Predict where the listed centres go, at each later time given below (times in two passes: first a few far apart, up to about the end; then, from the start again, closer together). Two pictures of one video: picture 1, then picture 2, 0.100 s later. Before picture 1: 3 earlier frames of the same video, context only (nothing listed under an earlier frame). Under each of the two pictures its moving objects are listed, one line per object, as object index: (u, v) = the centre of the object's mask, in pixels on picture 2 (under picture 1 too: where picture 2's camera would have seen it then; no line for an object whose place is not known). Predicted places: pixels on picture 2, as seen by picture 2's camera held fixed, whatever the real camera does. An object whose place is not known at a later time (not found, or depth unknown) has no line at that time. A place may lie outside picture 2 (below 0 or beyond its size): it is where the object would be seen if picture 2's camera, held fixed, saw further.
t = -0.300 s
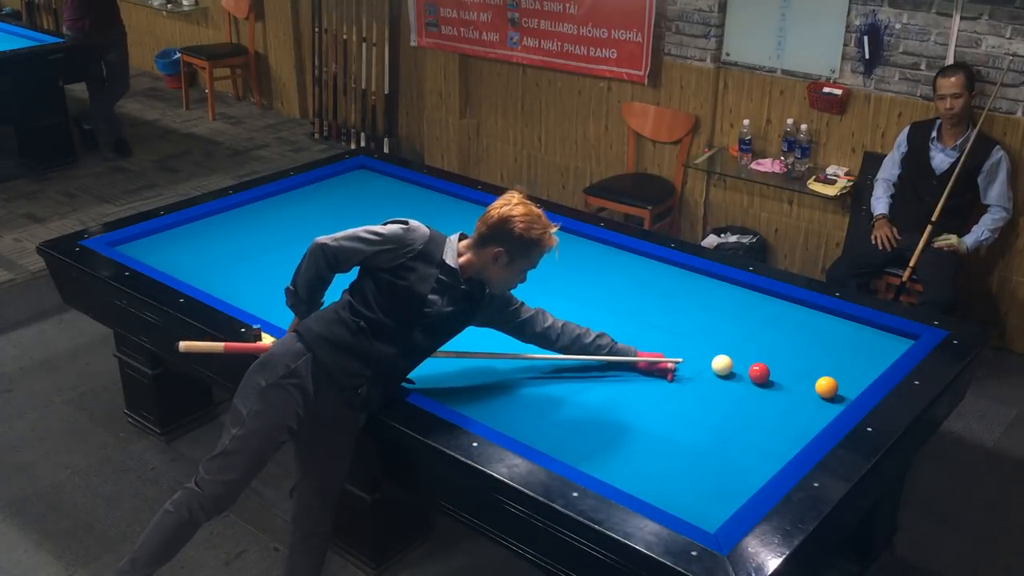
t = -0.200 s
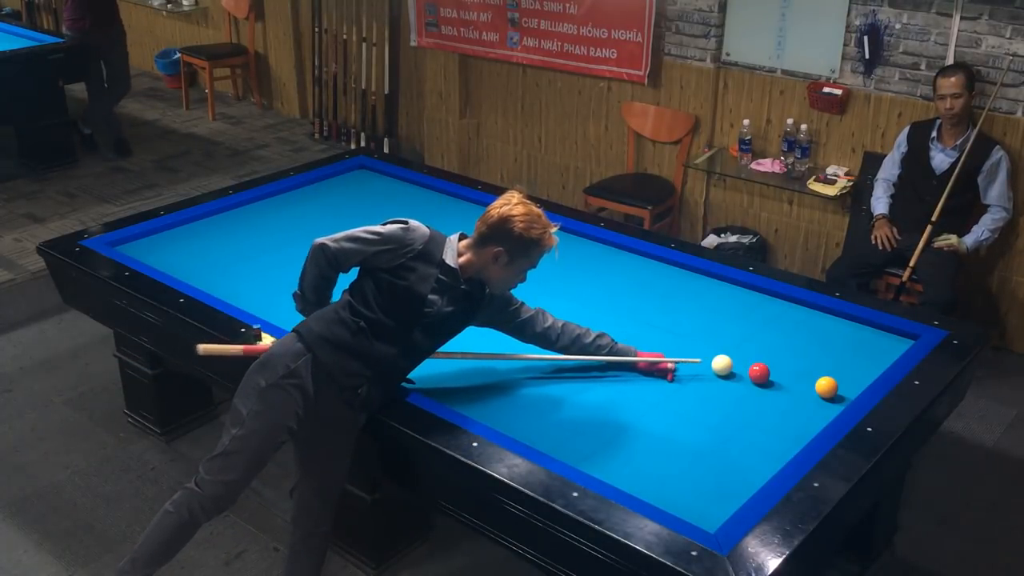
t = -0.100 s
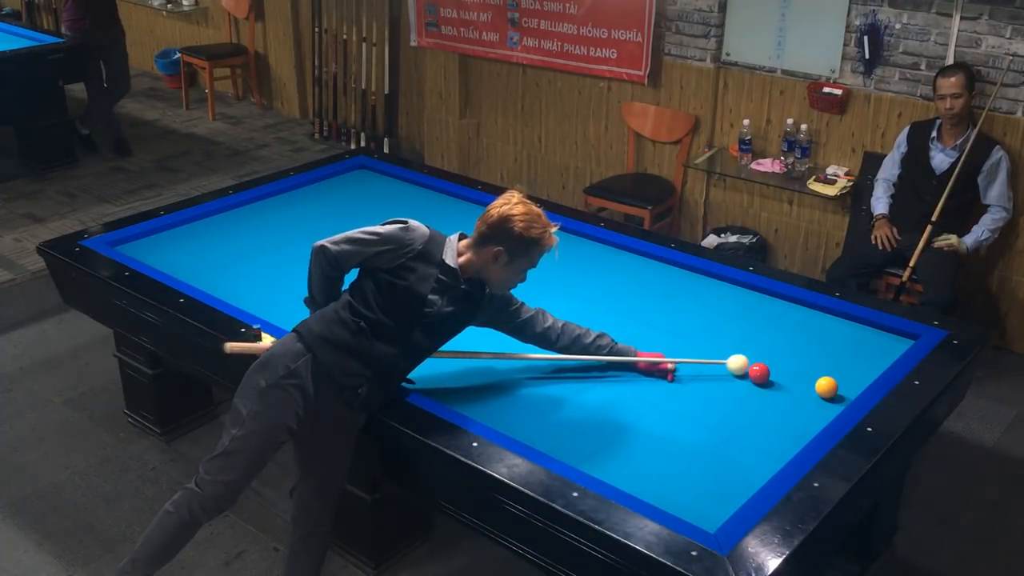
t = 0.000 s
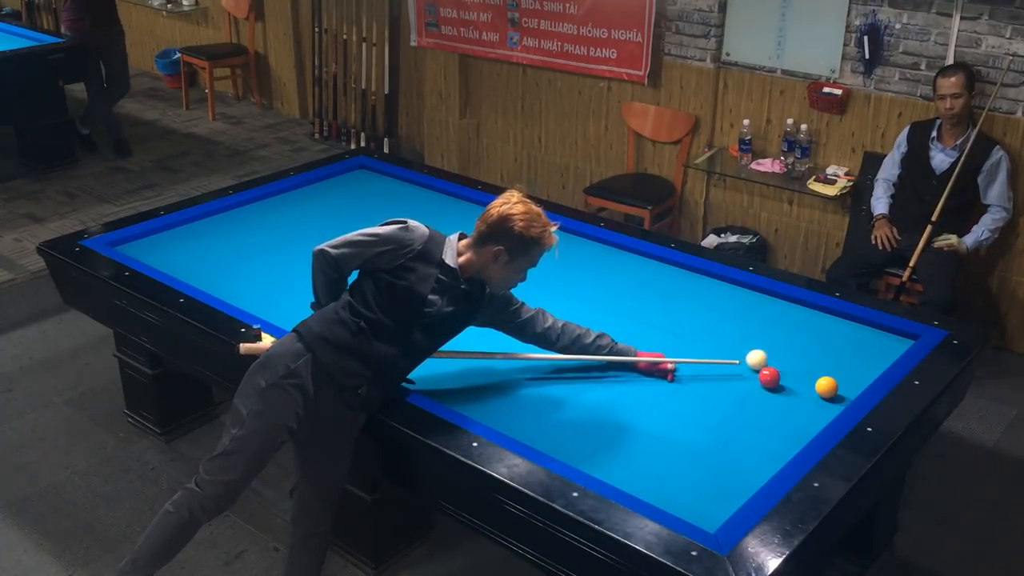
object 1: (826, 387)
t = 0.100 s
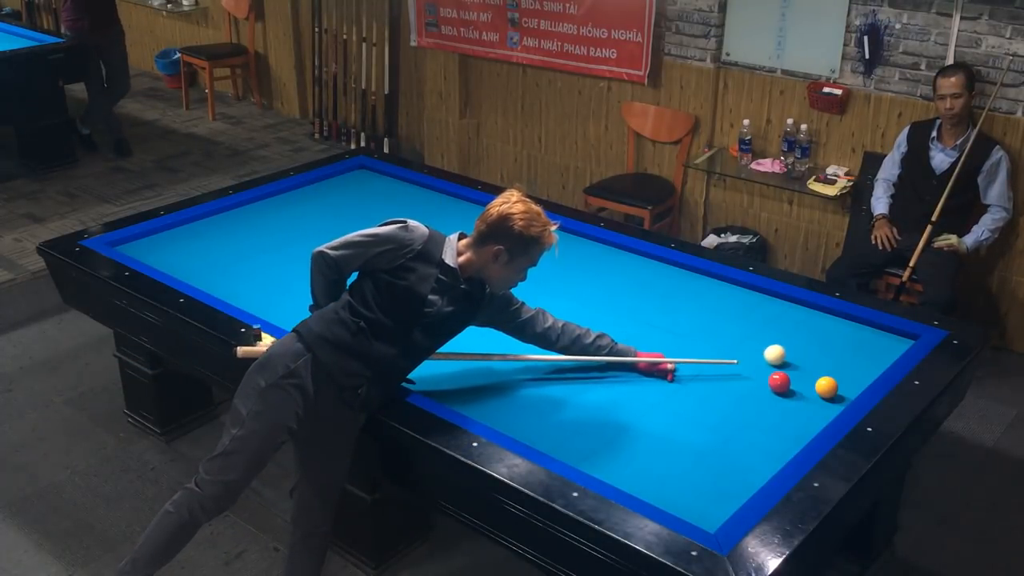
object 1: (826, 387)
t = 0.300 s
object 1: (826, 387)
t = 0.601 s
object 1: (826, 385)
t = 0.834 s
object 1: (826, 385)
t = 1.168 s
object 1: (826, 387)
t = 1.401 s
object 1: (826, 387)
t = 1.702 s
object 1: (826, 387)
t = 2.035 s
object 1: (825, 388)
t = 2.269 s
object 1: (819, 393)
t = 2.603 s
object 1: (811, 399)
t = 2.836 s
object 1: (806, 403)
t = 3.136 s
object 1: (799, 407)
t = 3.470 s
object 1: (794, 411)
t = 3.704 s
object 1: (790, 414)
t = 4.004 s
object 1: (786, 416)
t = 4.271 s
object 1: (784, 418)
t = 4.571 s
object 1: (781, 420)
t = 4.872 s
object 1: (780, 420)
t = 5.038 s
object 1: (781, 419)
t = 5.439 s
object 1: (780, 419)
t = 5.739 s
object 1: (780, 420)
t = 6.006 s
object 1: (780, 420)
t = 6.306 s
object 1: (780, 420)
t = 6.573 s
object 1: (780, 420)
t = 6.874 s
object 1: (780, 420)
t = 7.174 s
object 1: (780, 420)
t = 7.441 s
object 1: (780, 419)
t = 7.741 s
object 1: (780, 420)
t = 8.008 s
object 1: (780, 420)
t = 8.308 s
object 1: (780, 419)
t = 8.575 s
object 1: (780, 420)
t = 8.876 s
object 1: (780, 420)
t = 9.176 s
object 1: (780, 419)
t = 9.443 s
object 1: (780, 420)
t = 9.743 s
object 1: (780, 420)
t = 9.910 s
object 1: (780, 420)
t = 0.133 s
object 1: (826, 387)
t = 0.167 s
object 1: (826, 387)
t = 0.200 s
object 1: (826, 387)
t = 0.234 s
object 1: (826, 387)
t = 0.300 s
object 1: (826, 387)
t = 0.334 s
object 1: (826, 387)
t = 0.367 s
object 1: (826, 387)
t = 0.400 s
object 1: (827, 387)
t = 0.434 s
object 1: (827, 386)
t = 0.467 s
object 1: (827, 385)
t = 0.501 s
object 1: (827, 385)
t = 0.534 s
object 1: (827, 385)
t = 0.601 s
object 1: (826, 385)
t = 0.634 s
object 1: (826, 386)
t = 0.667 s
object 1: (826, 386)
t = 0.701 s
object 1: (826, 386)
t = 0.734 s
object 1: (826, 385)
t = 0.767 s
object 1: (826, 385)
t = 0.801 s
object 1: (826, 385)
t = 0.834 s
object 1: (826, 385)
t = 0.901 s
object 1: (827, 385)
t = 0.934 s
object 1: (827, 385)
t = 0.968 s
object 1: (827, 385)
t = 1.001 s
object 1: (827, 386)
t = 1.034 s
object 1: (827, 386)
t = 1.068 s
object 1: (827, 387)
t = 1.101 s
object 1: (826, 387)
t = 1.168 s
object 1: (826, 387)
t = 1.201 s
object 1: (826, 387)
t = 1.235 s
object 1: (826, 387)
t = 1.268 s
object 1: (826, 387)
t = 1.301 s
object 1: (826, 387)
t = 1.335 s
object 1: (826, 387)
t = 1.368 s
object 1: (826, 387)
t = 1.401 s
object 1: (826, 387)
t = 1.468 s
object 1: (826, 387)
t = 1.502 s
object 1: (826, 387)
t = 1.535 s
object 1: (826, 387)
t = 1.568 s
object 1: (826, 387)
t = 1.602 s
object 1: (826, 387)
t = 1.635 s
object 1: (826, 387)
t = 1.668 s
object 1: (826, 387)
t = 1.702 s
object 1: (826, 387)
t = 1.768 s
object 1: (826, 387)
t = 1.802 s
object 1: (826, 387)
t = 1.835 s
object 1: (826, 387)
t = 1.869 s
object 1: (826, 387)
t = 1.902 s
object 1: (826, 387)
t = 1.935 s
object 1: (826, 387)
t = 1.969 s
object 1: (826, 387)
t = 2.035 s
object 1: (825, 388)
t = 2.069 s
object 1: (824, 389)
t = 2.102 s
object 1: (823, 390)
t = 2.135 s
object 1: (822, 391)
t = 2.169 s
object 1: (822, 391)
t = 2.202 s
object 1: (821, 392)
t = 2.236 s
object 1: (820, 392)
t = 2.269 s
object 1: (819, 393)
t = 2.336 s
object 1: (818, 394)
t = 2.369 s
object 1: (817, 395)
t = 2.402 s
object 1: (816, 395)
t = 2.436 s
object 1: (815, 396)
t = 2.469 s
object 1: (814, 397)
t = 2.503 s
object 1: (814, 397)
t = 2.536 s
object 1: (813, 398)
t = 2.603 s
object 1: (811, 399)
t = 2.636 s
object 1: (810, 399)
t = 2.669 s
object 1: (810, 400)
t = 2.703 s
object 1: (809, 400)
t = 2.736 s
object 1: (808, 401)
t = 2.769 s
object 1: (807, 402)
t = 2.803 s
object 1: (806, 402)
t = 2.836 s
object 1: (806, 403)
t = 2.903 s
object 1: (804, 404)
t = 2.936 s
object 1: (803, 404)
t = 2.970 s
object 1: (803, 405)
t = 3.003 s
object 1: (802, 405)
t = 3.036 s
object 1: (801, 406)
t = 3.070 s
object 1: (801, 406)
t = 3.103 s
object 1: (800, 407)
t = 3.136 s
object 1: (799, 407)
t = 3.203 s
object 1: (798, 408)
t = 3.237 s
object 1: (797, 408)
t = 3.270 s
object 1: (797, 409)
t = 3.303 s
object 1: (796, 409)
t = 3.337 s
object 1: (796, 410)
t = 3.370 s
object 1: (795, 410)
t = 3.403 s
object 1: (795, 410)
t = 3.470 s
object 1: (794, 411)
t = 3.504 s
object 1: (793, 412)
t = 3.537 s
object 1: (793, 412)
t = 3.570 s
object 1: (792, 413)
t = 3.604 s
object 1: (792, 413)
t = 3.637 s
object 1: (791, 413)
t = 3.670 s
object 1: (791, 413)
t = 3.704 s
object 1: (790, 414)
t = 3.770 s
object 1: (789, 414)
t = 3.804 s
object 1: (789, 415)
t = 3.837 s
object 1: (788, 415)
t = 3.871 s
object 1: (788, 415)
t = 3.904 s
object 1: (788, 415)
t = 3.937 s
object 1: (787, 416)
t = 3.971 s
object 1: (787, 416)
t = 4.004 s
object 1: (786, 416)
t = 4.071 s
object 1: (786, 417)
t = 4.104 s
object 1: (785, 417)
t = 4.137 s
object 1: (785, 417)
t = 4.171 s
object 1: (785, 417)
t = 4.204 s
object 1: (784, 418)
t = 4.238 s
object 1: (784, 418)
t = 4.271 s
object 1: (784, 418)
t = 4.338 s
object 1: (783, 418)
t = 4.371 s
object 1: (783, 419)
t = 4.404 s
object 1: (782, 419)
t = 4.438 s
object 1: (782, 419)
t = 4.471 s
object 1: (782, 419)
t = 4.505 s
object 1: (782, 419)
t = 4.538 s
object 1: (781, 419)
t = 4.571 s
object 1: (781, 420)
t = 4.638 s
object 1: (781, 420)
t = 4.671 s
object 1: (781, 420)
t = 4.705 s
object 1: (781, 420)
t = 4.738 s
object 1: (781, 420)
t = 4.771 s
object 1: (780, 420)
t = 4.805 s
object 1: (780, 420)
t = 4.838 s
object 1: (780, 420)
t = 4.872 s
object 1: (780, 420)
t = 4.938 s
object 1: (780, 420)
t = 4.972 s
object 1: (780, 420)
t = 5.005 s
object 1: (780, 420)
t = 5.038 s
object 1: (781, 419)
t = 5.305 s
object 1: (776, 417)
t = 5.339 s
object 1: (779, 419)
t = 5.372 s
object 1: (780, 419)
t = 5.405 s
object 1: (780, 419)
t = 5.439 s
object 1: (780, 419)
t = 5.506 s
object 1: (780, 419)
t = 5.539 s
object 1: (780, 420)
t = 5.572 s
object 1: (780, 420)
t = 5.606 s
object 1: (780, 419)
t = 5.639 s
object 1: (780, 419)
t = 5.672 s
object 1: (780, 420)
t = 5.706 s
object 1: (780, 420)
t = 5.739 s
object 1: (780, 420)
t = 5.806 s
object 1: (780, 420)
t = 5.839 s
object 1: (780, 420)
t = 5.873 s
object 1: (780, 420)
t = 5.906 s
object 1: (780, 420)
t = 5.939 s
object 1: (780, 420)
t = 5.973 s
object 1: (780, 420)
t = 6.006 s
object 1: (780, 420)
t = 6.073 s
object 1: (780, 420)
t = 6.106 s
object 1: (780, 420)
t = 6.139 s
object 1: (780, 420)
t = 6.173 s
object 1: (780, 420)
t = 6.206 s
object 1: (780, 420)
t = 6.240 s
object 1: (780, 420)
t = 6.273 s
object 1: (780, 420)
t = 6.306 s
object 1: (780, 420)
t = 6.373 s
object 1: (780, 420)
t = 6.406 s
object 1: (780, 420)
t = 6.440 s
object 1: (780, 420)
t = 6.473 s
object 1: (780, 420)
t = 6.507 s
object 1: (780, 420)
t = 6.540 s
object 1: (780, 420)
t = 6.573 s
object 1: (780, 420)
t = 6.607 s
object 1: (780, 420)
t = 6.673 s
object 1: (780, 419)
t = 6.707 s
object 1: (780, 420)
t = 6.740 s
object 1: (780, 420)
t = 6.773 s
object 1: (780, 420)
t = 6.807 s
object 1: (780, 420)
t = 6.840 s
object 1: (780, 420)
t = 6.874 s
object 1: (780, 420)
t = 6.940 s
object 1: (780, 420)
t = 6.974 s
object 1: (780, 420)
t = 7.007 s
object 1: (780, 420)
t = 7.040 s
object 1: (780, 420)
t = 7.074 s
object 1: (780, 420)
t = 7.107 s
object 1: (780, 420)
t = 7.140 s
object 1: (780, 420)
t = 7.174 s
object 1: (780, 420)
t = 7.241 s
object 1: (780, 420)
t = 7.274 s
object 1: (780, 420)
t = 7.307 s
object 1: (780, 420)
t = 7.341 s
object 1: (780, 420)
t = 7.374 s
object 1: (780, 419)
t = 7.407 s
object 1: (780, 420)
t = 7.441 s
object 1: (780, 419)
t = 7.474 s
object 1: (780, 419)
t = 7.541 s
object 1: (780, 419)
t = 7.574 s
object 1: (780, 419)
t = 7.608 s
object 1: (780, 420)
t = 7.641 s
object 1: (780, 420)
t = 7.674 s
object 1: (780, 420)
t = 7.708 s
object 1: (780, 419)
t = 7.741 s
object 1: (780, 420)
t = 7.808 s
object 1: (780, 419)
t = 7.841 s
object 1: (780, 420)
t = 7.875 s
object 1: (780, 419)
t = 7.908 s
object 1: (780, 419)
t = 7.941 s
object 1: (780, 419)
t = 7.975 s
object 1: (780, 419)
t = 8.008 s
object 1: (780, 420)
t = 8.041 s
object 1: (780, 420)
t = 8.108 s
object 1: (780, 420)
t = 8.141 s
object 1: (780, 420)
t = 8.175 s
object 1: (780, 420)
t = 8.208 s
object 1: (780, 419)
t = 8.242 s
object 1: (780, 420)
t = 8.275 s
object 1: (780, 420)
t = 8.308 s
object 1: (780, 419)
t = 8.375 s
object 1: (780, 419)
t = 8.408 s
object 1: (780, 420)
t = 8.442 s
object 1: (780, 420)
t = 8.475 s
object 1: (780, 420)
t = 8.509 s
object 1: (780, 420)
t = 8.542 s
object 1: (780, 420)
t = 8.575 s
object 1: (780, 420)
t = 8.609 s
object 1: (780, 420)
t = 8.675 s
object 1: (780, 420)
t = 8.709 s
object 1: (780, 420)
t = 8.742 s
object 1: (780, 420)
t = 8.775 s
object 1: (780, 420)
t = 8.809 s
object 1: (780, 420)
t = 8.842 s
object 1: (780, 420)
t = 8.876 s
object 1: (780, 420)
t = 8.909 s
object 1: (780, 420)
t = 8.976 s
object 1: (780, 420)
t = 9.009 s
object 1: (780, 420)
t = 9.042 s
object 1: (780, 420)
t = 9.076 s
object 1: (780, 420)
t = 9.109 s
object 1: (780, 419)
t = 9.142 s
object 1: (780, 419)
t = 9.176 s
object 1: (780, 419)
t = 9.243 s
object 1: (780, 420)
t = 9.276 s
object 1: (780, 420)
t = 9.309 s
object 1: (780, 420)
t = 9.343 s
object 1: (780, 420)
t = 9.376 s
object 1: (780, 420)
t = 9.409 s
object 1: (780, 420)
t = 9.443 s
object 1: (780, 420)
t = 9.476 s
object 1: (780, 420)
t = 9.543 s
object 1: (780, 420)
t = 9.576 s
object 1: (780, 420)
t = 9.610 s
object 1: (780, 419)
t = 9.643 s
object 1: (780, 419)
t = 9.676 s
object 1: (780, 420)
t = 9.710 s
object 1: (780, 420)
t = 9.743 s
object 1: (780, 420)
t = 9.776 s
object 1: (780, 420)
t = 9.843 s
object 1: (780, 420)
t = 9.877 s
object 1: (780, 420)
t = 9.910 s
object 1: (780, 420)
